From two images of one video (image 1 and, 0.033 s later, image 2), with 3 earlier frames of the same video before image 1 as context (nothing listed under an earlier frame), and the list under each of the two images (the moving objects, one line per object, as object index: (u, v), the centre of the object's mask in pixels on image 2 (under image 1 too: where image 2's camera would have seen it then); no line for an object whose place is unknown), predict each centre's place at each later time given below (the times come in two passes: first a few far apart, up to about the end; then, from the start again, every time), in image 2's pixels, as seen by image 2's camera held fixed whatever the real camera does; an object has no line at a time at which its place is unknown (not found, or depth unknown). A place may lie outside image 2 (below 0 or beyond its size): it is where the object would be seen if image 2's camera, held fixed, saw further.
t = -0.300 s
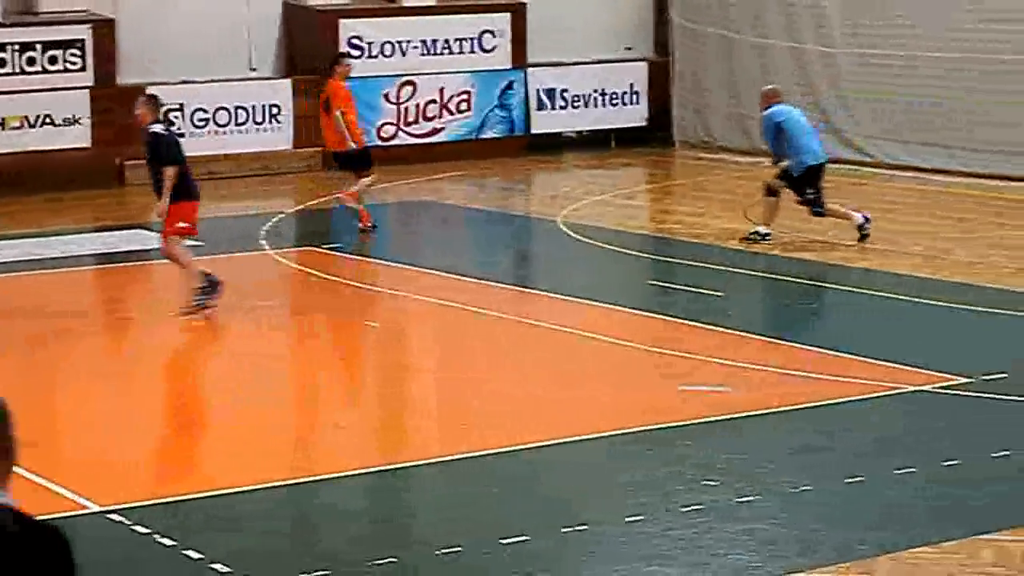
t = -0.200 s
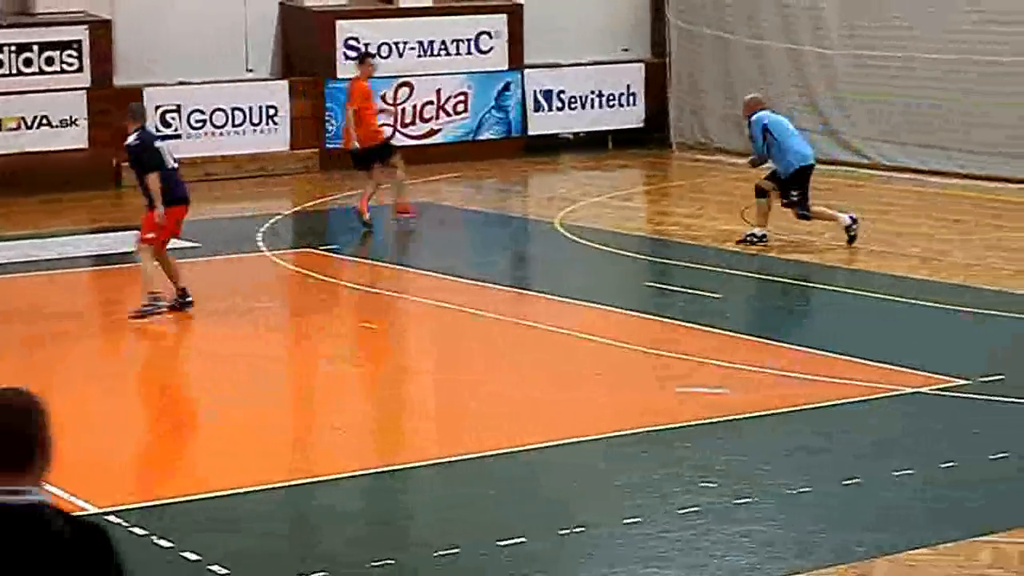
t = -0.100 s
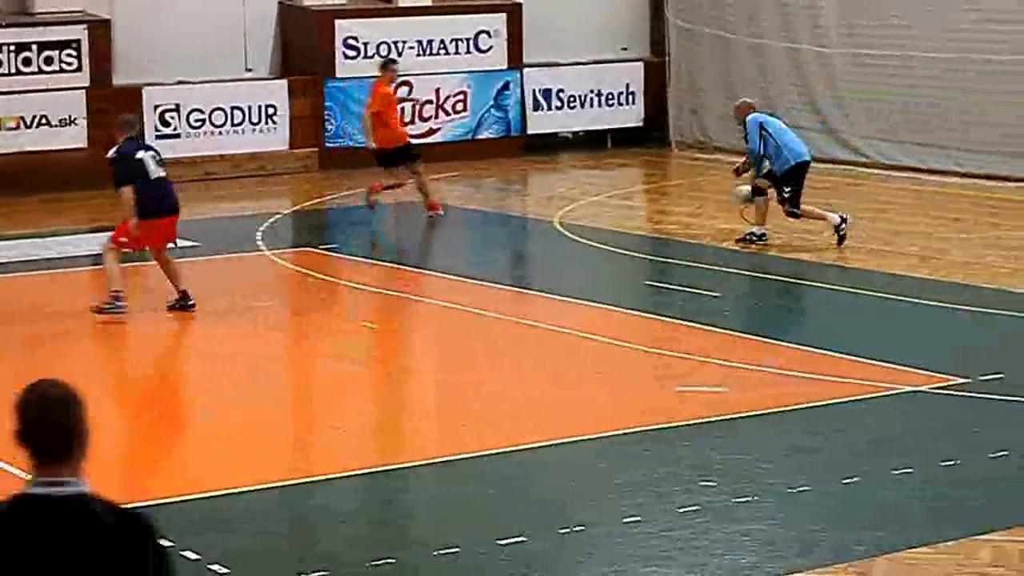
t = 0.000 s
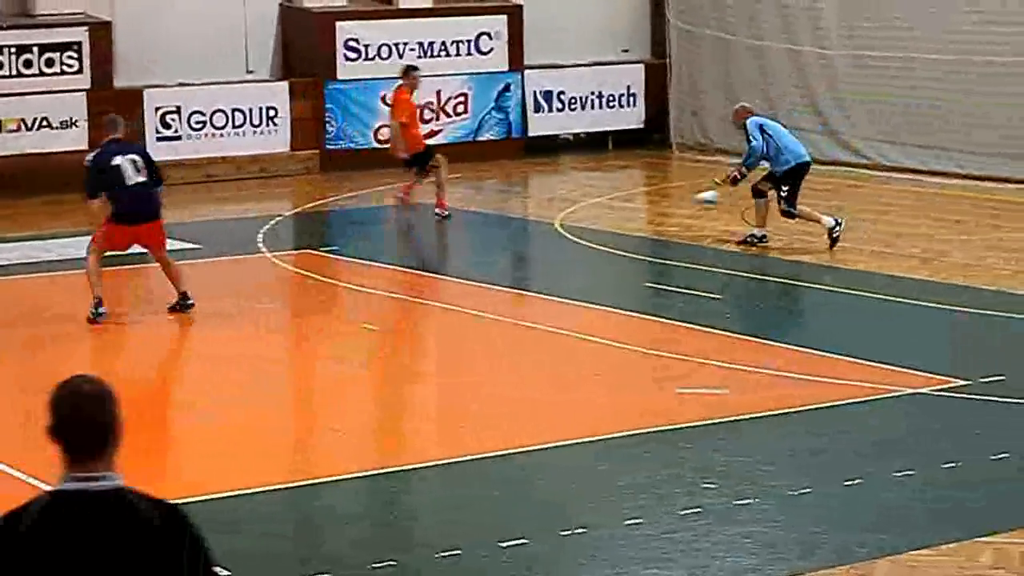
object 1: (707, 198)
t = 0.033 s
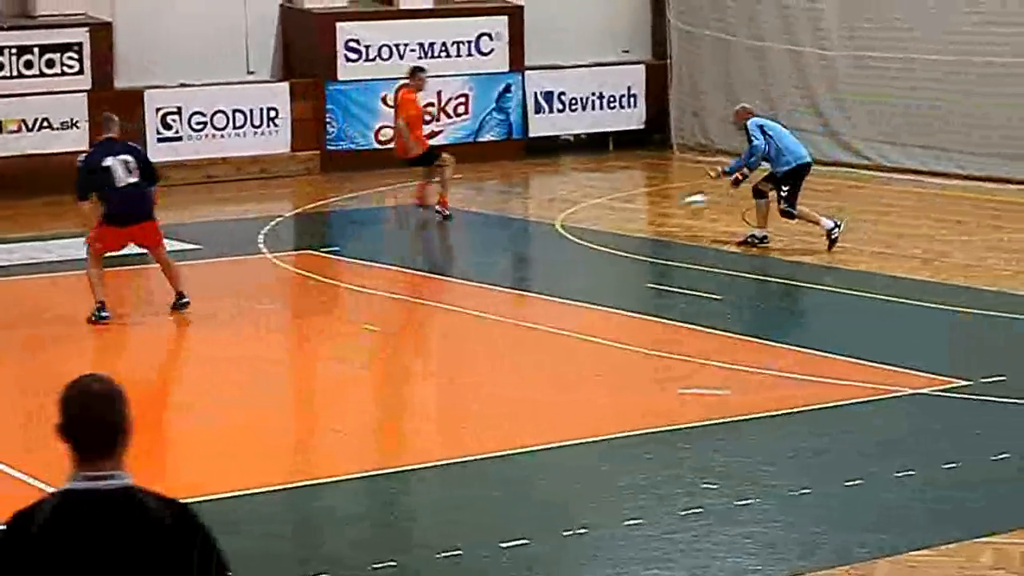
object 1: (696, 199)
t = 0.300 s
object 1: (612, 208)
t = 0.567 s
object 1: (547, 213)
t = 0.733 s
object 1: (508, 211)
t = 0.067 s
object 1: (682, 204)
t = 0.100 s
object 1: (670, 211)
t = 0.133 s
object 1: (657, 221)
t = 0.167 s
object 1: (647, 216)
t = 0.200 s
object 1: (638, 213)
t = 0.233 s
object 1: (631, 210)
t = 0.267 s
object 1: (622, 209)
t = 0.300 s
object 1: (612, 208)
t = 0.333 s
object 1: (605, 209)
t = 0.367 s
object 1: (596, 210)
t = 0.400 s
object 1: (586, 213)
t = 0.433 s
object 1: (579, 215)
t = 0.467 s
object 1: (571, 214)
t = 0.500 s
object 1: (562, 212)
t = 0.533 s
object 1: (555, 212)
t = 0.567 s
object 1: (547, 213)
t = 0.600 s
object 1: (537, 213)
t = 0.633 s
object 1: (531, 212)
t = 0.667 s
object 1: (524, 212)
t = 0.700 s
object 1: (516, 211)
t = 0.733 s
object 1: (508, 211)
